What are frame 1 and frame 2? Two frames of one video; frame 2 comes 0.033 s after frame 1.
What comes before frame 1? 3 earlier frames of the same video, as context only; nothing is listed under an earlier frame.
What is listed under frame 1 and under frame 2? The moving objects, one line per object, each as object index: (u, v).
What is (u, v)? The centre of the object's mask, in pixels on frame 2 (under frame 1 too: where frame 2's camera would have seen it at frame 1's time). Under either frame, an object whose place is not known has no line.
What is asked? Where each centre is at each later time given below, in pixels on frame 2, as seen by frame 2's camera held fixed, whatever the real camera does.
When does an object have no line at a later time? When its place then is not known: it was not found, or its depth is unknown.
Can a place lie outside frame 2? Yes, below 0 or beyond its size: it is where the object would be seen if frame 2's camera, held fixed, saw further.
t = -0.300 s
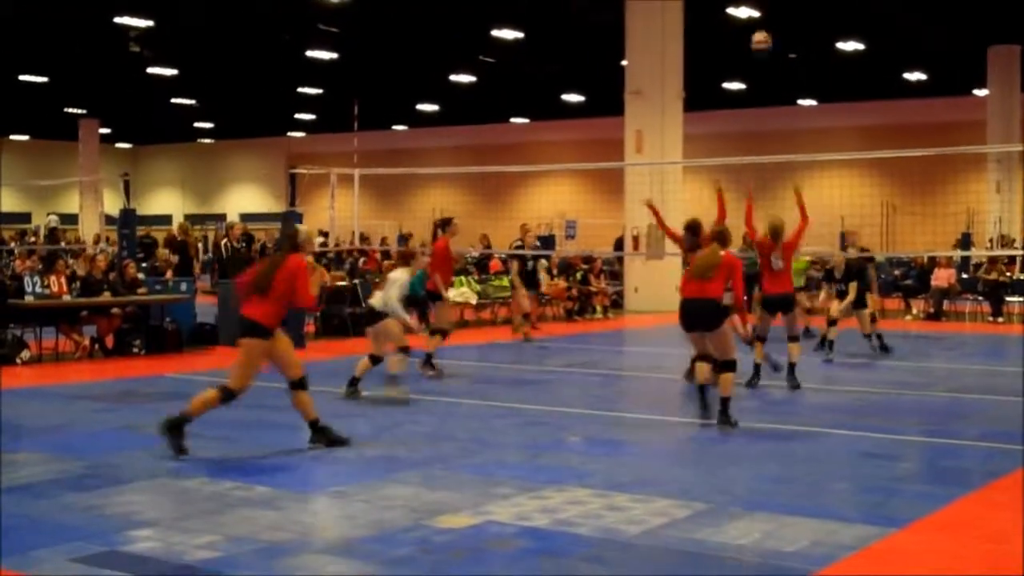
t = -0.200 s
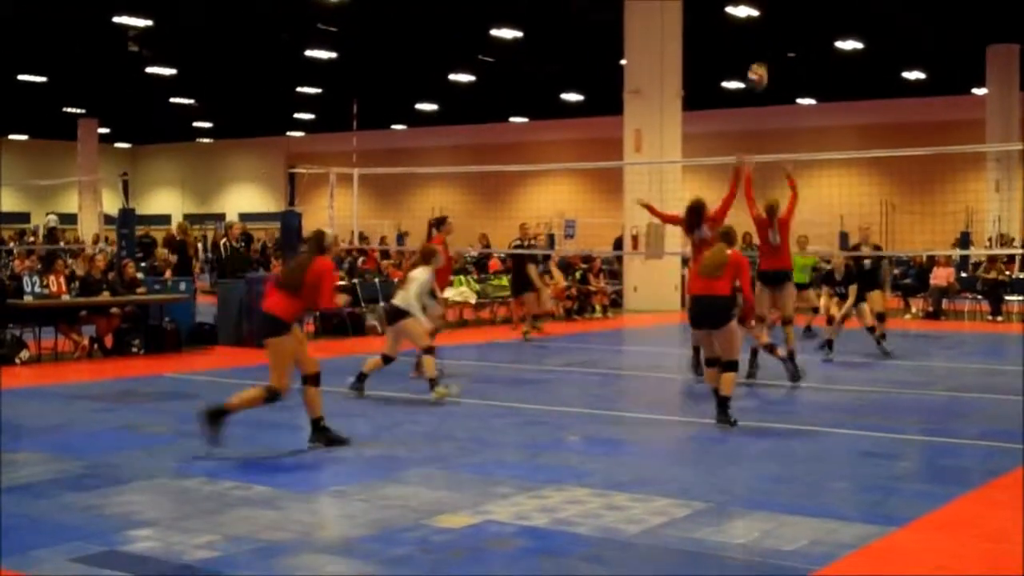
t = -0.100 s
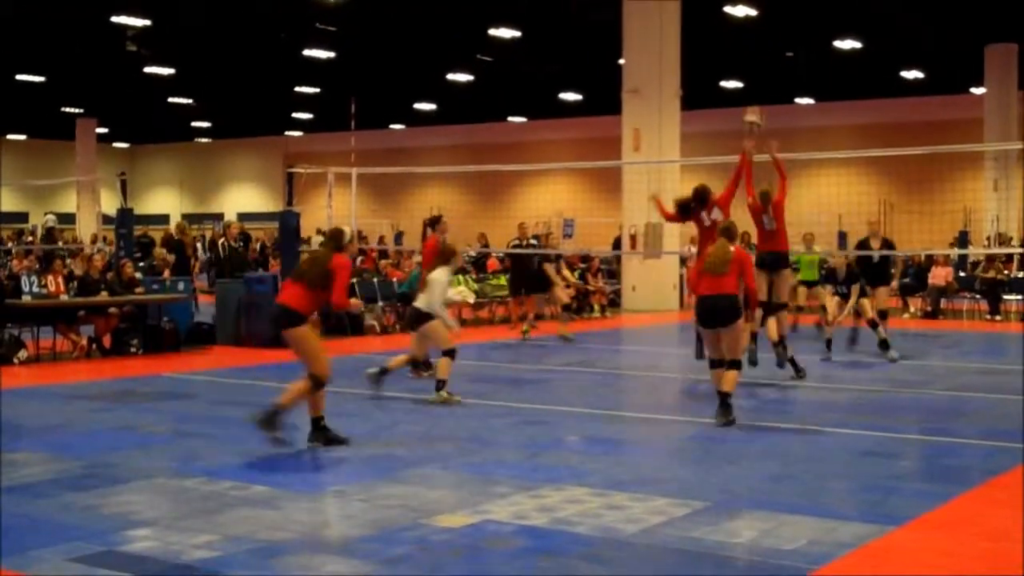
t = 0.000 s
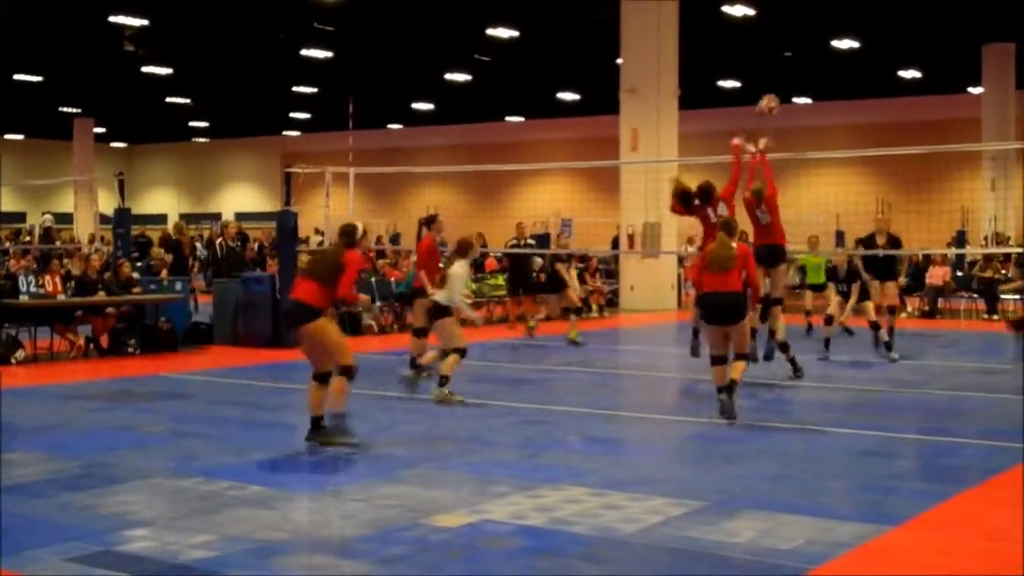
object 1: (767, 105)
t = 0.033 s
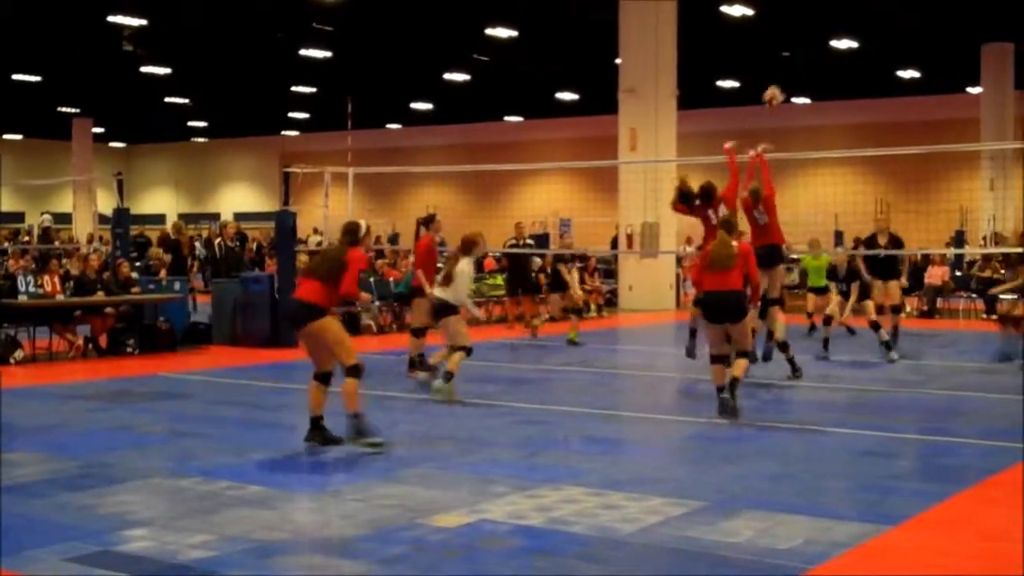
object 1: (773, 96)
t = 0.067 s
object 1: (780, 89)
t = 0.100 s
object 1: (787, 84)
